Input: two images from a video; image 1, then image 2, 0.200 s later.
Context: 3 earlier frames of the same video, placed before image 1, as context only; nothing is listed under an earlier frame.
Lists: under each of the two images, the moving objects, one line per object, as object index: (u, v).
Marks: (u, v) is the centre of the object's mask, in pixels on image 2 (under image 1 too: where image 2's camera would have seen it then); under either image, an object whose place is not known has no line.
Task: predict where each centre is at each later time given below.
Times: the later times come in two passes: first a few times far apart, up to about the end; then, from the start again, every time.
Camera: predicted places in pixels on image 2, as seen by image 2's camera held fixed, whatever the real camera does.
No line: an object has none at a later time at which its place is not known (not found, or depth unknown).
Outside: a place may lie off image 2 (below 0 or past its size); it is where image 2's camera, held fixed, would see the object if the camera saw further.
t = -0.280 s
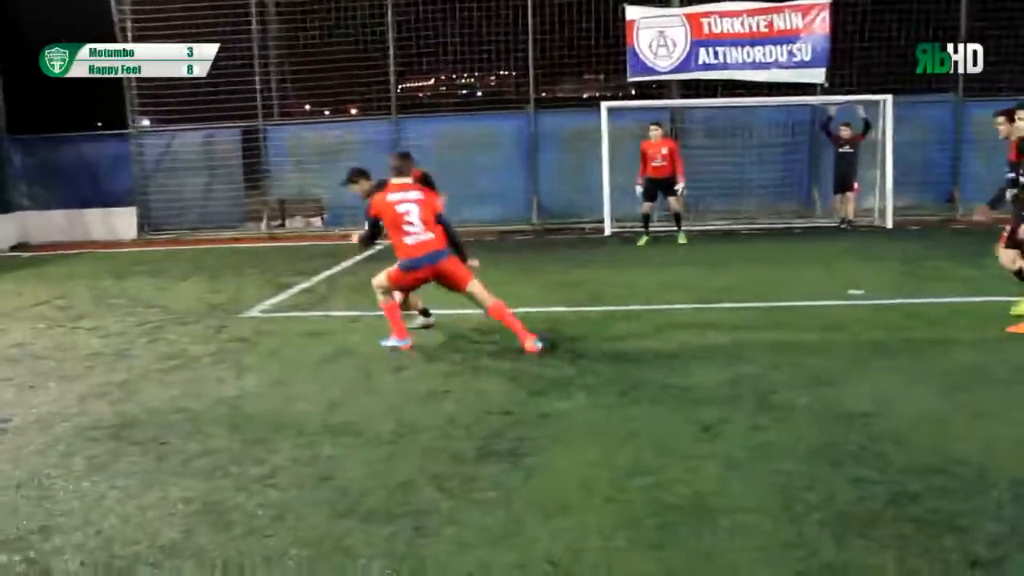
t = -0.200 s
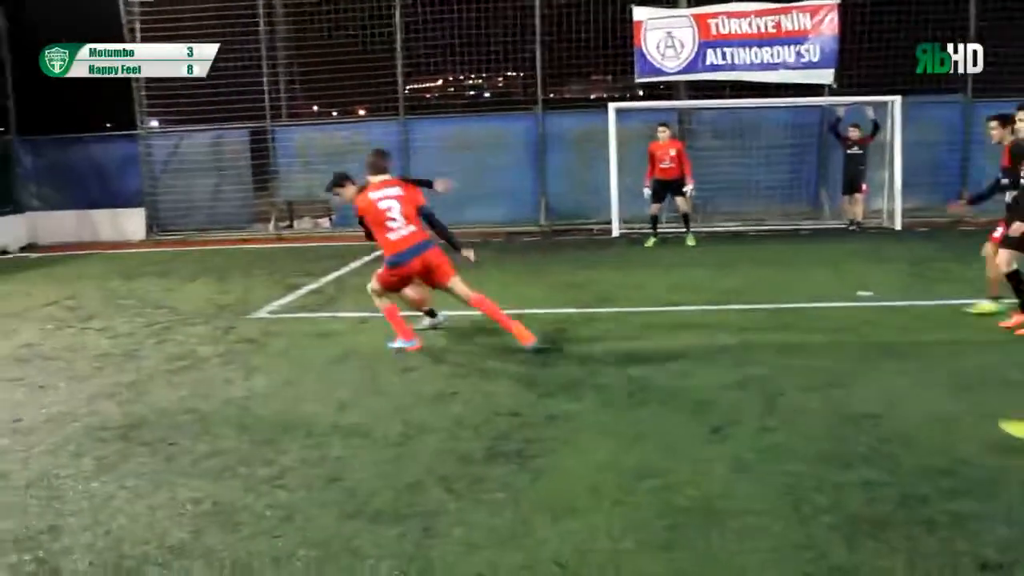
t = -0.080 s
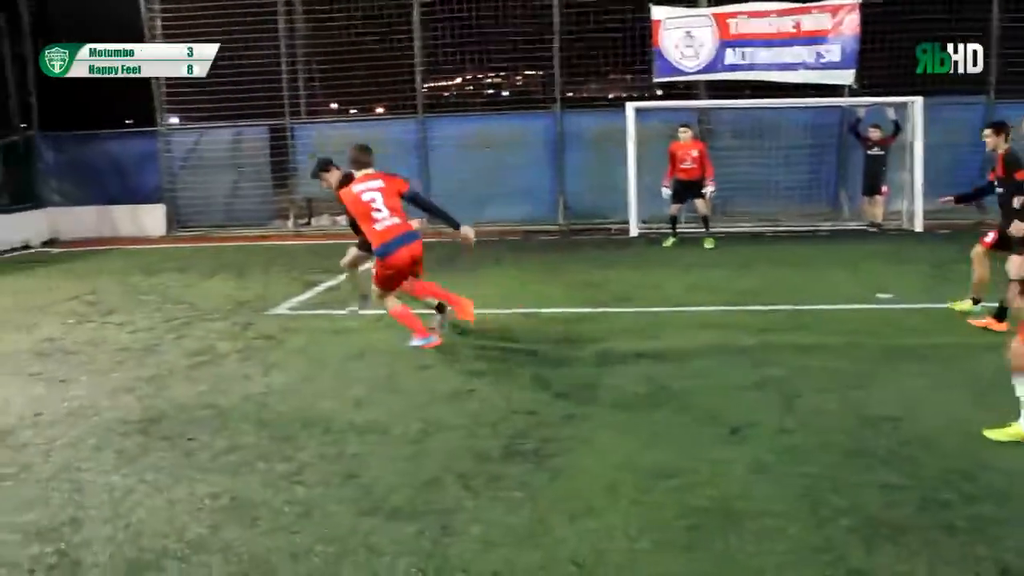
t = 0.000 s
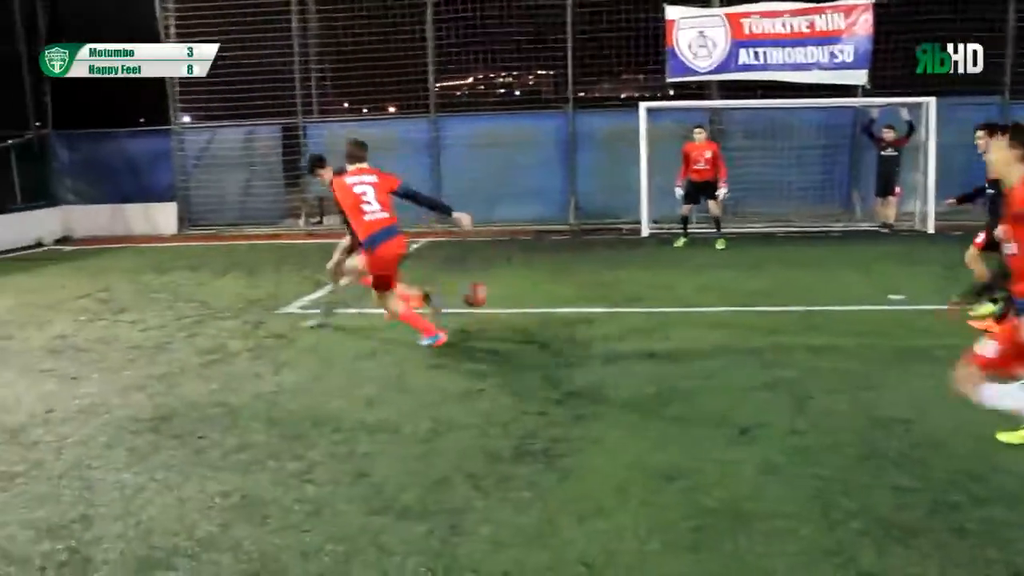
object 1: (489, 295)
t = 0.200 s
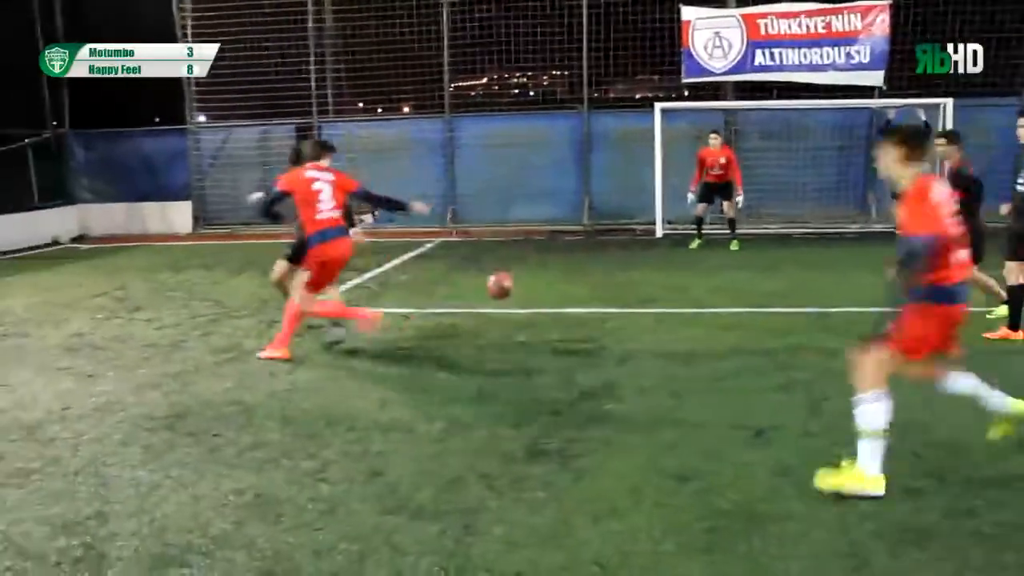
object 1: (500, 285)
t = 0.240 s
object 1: (503, 289)
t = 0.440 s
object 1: (517, 332)
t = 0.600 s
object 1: (535, 313)
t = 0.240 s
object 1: (503, 289)
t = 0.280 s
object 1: (504, 293)
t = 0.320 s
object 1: (508, 303)
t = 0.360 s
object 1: (511, 313)
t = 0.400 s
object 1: (514, 325)
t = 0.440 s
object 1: (517, 332)
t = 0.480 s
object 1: (521, 325)
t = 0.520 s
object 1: (527, 319)
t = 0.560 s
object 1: (532, 315)
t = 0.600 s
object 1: (535, 313)
